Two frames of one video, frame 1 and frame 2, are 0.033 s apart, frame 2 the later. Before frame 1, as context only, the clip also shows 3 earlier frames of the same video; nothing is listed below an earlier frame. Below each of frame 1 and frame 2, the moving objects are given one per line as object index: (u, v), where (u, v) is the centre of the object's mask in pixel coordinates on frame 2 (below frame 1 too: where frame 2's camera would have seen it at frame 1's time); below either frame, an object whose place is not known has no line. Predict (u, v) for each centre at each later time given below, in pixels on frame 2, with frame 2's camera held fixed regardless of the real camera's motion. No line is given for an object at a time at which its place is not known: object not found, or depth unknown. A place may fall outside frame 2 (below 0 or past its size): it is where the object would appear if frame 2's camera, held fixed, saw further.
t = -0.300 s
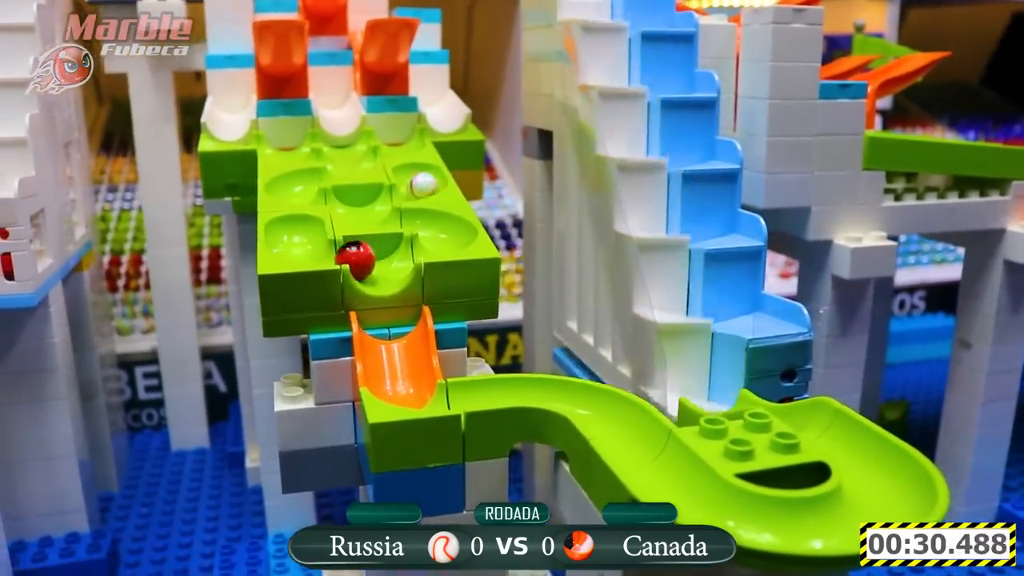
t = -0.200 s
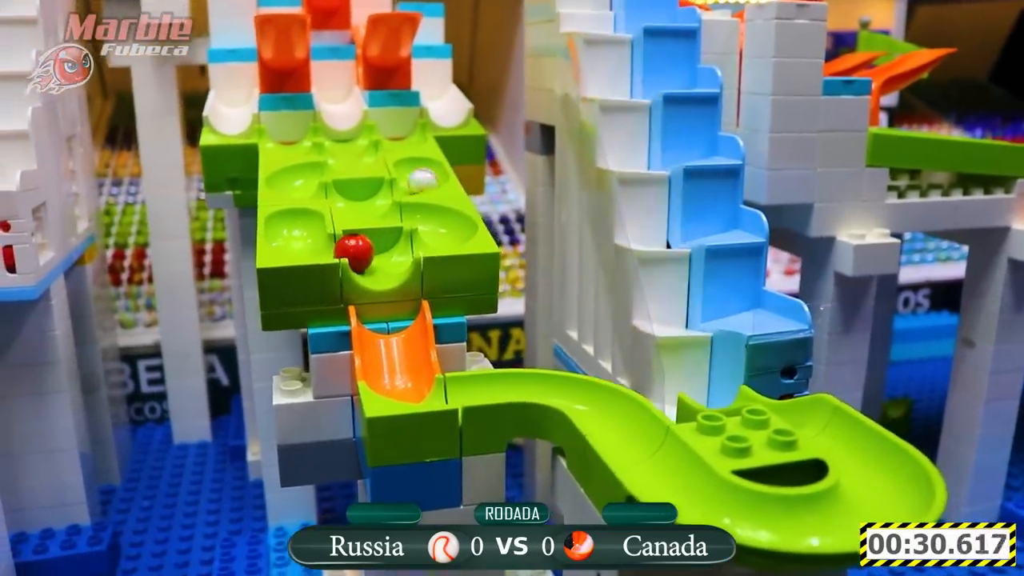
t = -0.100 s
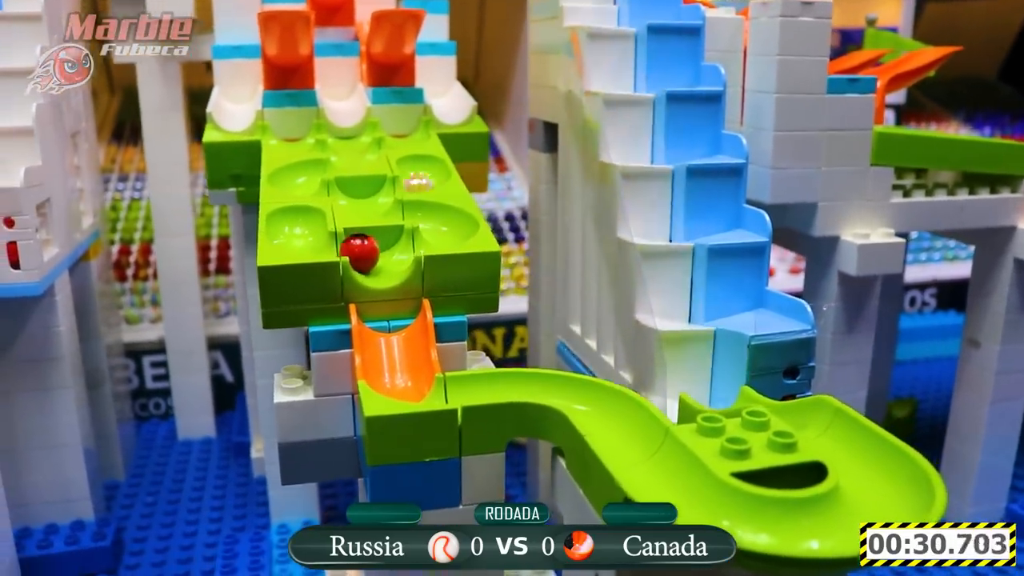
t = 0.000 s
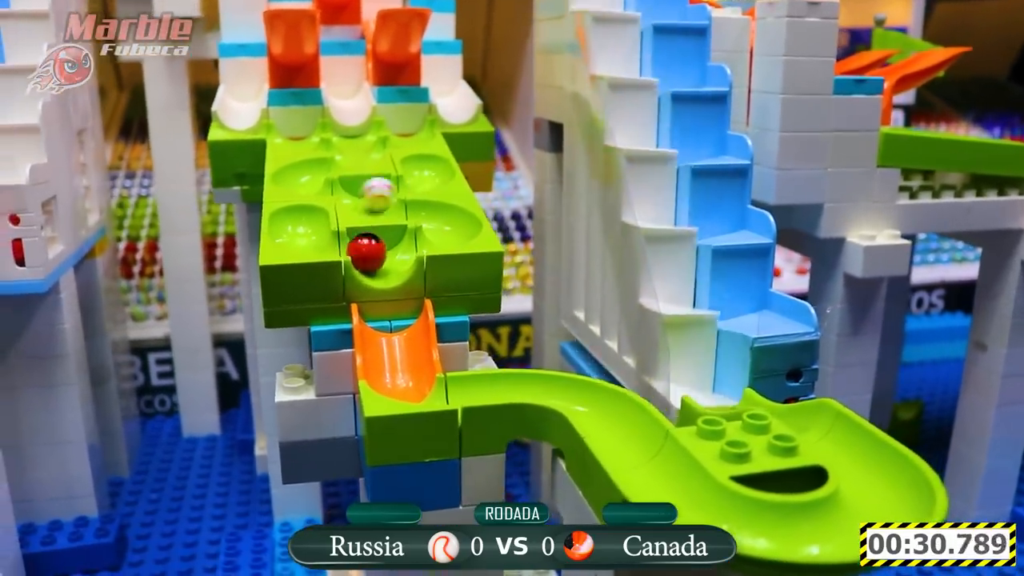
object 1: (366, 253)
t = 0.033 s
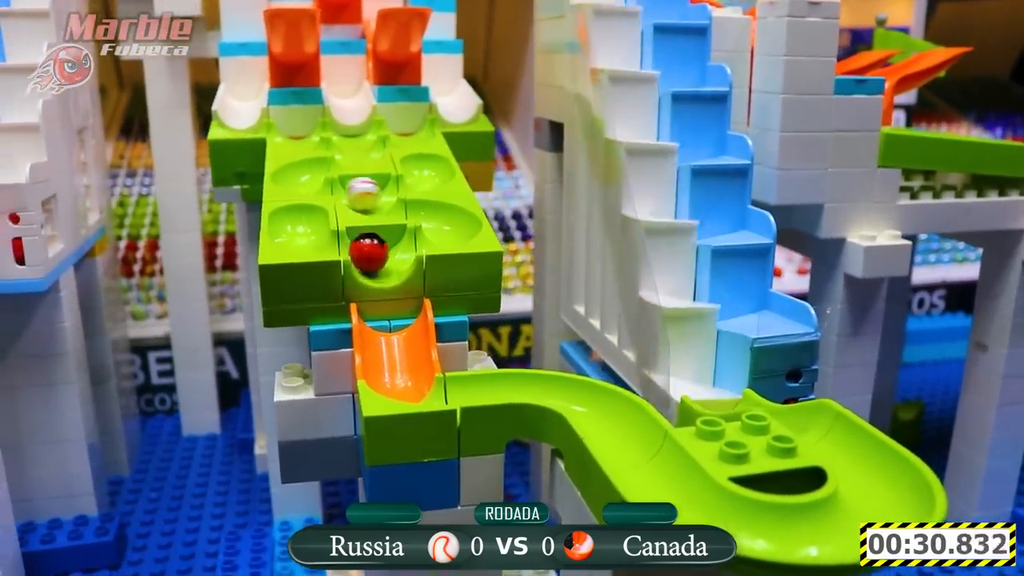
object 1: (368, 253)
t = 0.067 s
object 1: (375, 255)
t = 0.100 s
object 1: (385, 257)
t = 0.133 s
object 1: (390, 259)
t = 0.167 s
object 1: (383, 265)
